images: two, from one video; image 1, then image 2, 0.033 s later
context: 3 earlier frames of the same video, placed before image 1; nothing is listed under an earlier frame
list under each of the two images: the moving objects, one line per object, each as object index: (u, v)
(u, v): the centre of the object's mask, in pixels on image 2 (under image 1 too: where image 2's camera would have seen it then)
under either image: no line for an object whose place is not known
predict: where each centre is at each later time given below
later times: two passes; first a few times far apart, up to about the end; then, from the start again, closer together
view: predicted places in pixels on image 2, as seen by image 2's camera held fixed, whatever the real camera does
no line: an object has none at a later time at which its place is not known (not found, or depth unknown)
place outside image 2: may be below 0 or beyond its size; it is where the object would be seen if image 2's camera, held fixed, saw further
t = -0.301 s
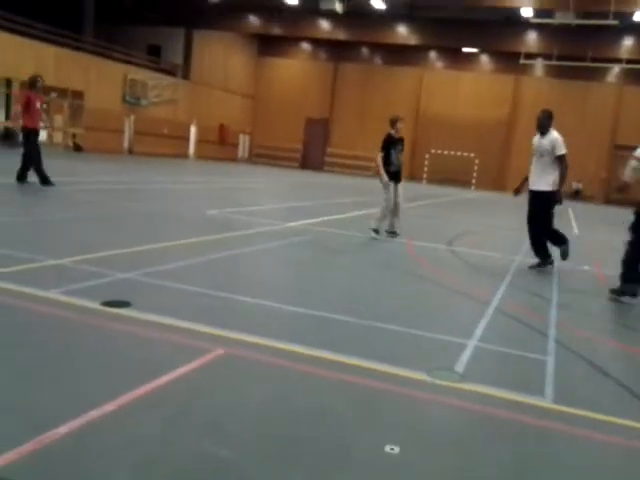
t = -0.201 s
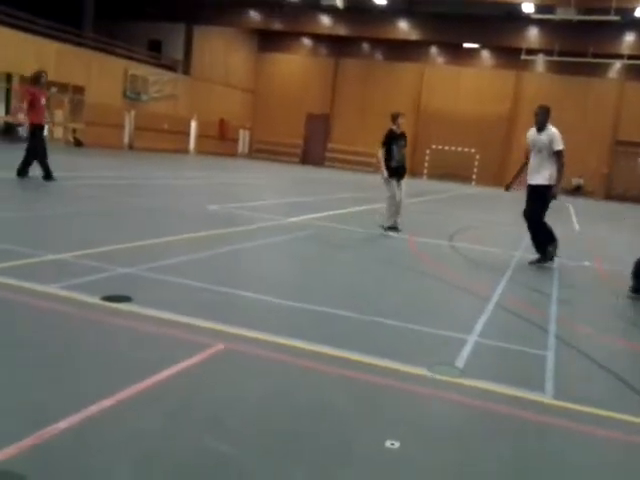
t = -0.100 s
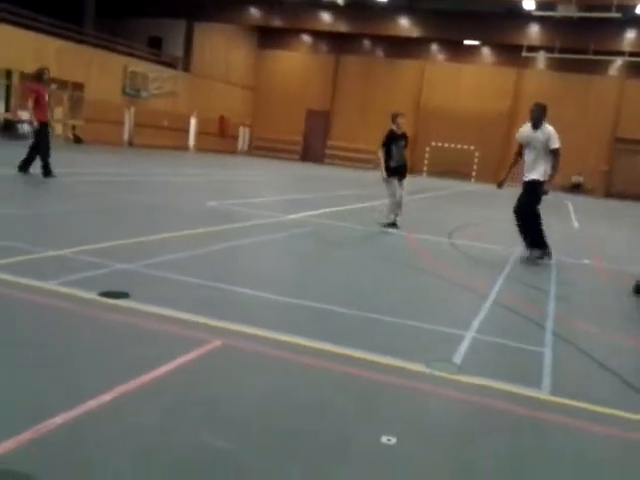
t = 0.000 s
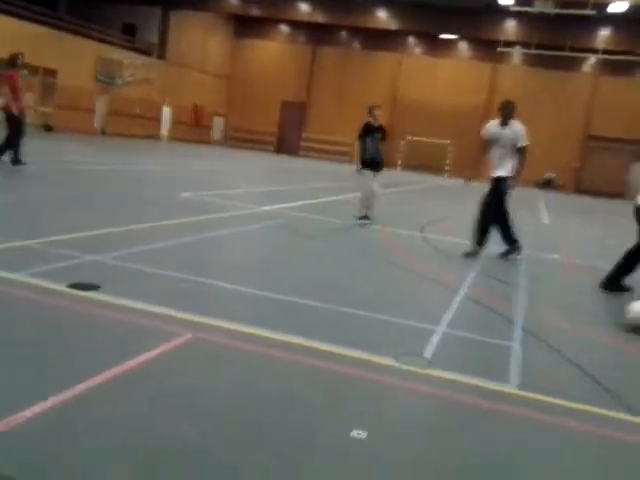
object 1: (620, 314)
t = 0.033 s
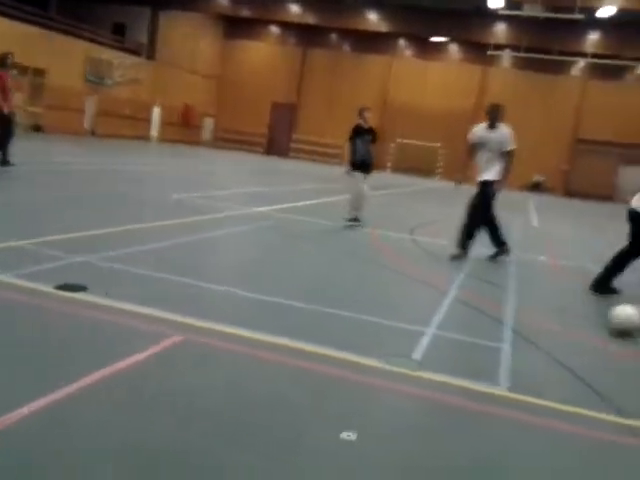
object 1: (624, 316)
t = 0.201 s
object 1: (611, 322)
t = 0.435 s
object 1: (581, 335)
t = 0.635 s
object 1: (556, 351)
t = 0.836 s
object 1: (523, 371)
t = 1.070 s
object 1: (470, 405)
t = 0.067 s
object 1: (622, 317)
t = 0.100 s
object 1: (621, 319)
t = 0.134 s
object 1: (617, 320)
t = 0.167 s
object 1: (614, 322)
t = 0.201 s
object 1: (611, 322)
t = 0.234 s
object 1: (607, 326)
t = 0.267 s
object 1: (602, 328)
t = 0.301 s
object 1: (600, 329)
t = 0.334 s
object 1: (595, 331)
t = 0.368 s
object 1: (590, 333)
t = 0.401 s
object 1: (586, 335)
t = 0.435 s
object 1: (581, 335)
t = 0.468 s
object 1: (578, 339)
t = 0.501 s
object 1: (572, 340)
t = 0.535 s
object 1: (567, 341)
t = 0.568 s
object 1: (563, 343)
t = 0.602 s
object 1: (560, 349)
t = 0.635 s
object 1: (556, 351)
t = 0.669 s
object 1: (550, 355)
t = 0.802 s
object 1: (527, 367)
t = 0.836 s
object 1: (523, 371)
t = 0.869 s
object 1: (517, 376)
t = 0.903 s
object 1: (510, 380)
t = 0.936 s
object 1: (503, 381)
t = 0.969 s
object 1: (493, 388)
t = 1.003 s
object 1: (485, 395)
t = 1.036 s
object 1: (479, 400)
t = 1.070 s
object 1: (470, 405)
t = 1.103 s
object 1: (462, 409)
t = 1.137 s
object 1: (454, 416)
